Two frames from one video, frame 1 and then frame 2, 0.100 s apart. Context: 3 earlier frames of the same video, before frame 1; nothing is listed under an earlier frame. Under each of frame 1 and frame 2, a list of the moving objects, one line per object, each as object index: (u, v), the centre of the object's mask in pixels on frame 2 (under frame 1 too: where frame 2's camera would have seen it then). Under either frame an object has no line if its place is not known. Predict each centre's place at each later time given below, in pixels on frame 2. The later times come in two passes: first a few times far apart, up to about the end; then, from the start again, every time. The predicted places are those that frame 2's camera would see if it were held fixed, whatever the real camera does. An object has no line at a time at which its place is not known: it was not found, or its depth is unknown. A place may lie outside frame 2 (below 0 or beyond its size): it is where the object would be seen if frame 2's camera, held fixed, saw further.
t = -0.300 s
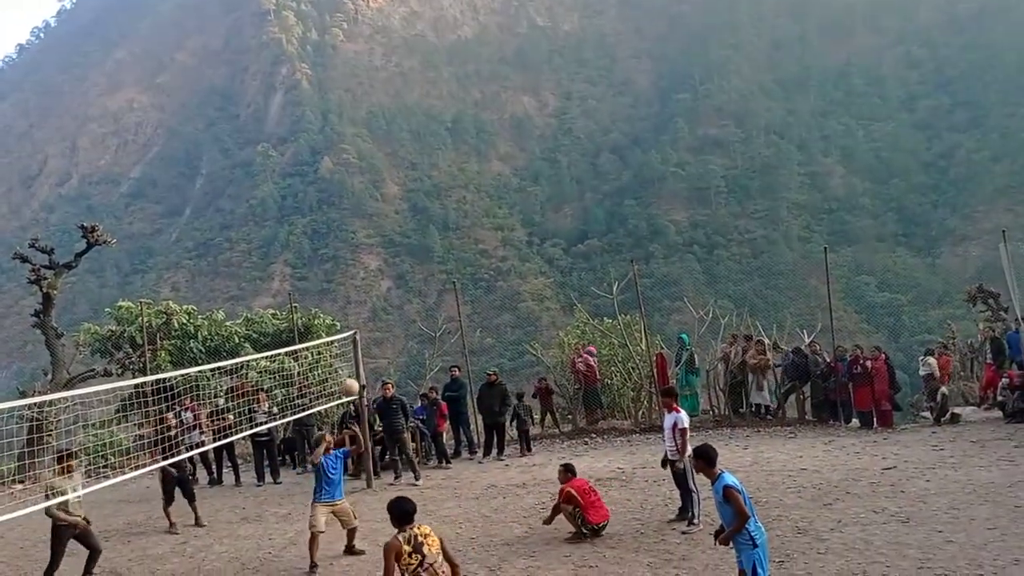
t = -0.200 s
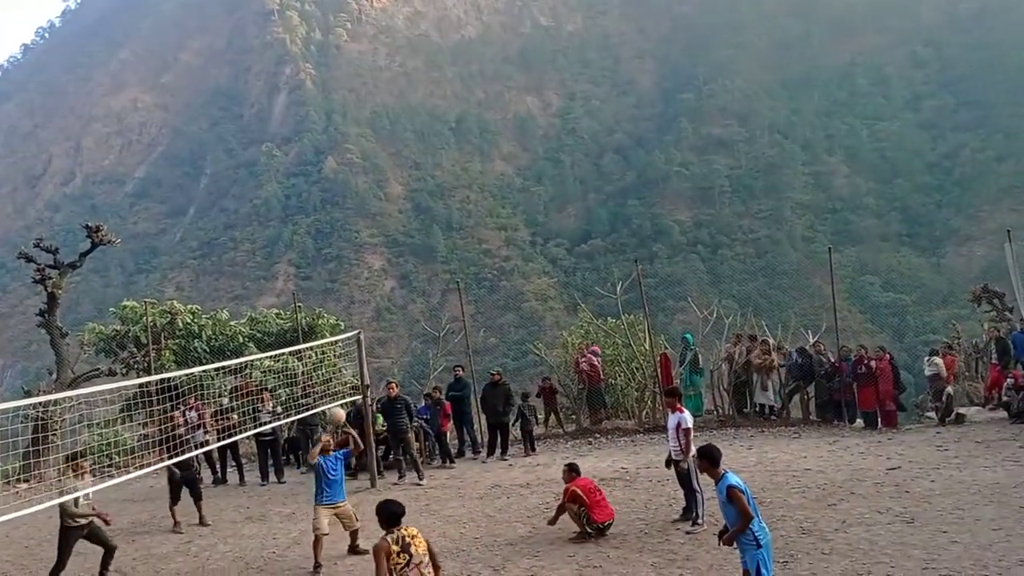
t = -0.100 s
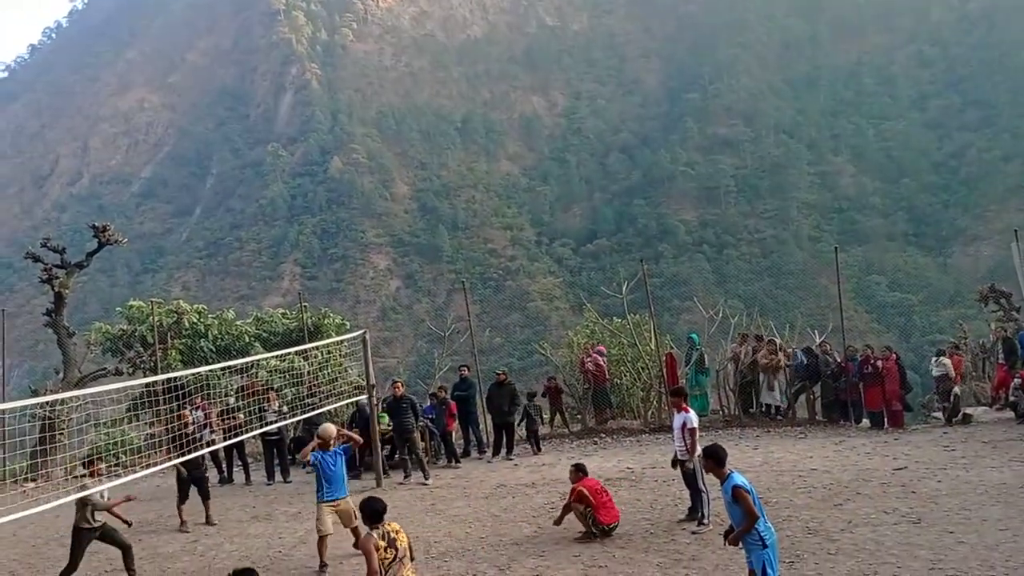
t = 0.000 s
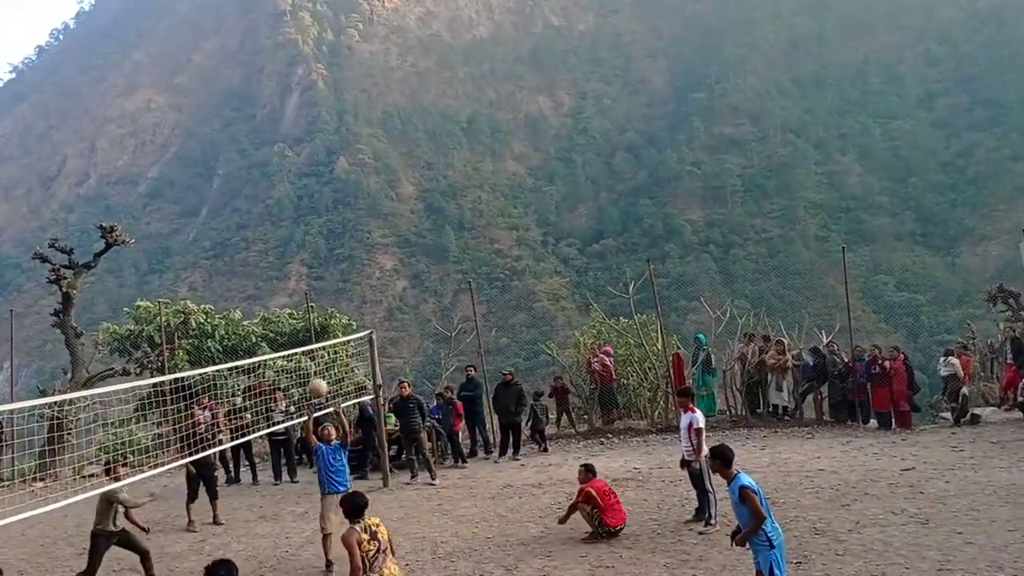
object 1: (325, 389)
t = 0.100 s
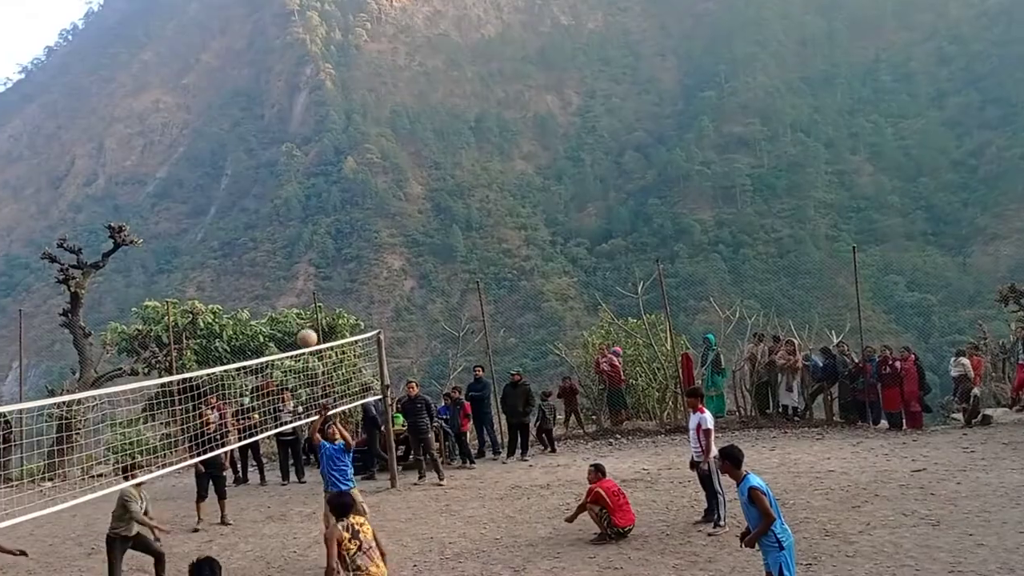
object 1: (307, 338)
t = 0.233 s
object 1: (282, 283)
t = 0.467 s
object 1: (238, 220)
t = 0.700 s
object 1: (194, 207)
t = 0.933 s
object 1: (150, 255)
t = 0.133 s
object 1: (301, 324)
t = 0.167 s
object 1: (296, 309)
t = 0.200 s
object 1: (289, 296)
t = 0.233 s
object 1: (282, 283)
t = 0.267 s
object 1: (276, 271)
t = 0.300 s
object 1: (270, 260)
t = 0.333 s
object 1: (263, 250)
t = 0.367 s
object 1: (257, 241)
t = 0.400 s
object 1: (251, 234)
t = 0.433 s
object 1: (245, 226)
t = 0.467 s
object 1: (238, 220)
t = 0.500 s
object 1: (232, 215)
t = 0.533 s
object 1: (226, 211)
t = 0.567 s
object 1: (220, 207)
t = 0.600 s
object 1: (213, 205)
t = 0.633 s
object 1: (207, 205)
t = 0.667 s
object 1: (201, 206)
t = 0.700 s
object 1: (194, 207)
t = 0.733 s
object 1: (188, 210)
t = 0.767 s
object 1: (181, 214)
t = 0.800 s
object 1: (176, 219)
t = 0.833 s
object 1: (169, 226)
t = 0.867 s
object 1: (163, 234)
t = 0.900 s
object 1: (156, 244)
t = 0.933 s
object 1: (150, 255)
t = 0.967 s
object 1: (145, 267)
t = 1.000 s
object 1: (139, 282)
